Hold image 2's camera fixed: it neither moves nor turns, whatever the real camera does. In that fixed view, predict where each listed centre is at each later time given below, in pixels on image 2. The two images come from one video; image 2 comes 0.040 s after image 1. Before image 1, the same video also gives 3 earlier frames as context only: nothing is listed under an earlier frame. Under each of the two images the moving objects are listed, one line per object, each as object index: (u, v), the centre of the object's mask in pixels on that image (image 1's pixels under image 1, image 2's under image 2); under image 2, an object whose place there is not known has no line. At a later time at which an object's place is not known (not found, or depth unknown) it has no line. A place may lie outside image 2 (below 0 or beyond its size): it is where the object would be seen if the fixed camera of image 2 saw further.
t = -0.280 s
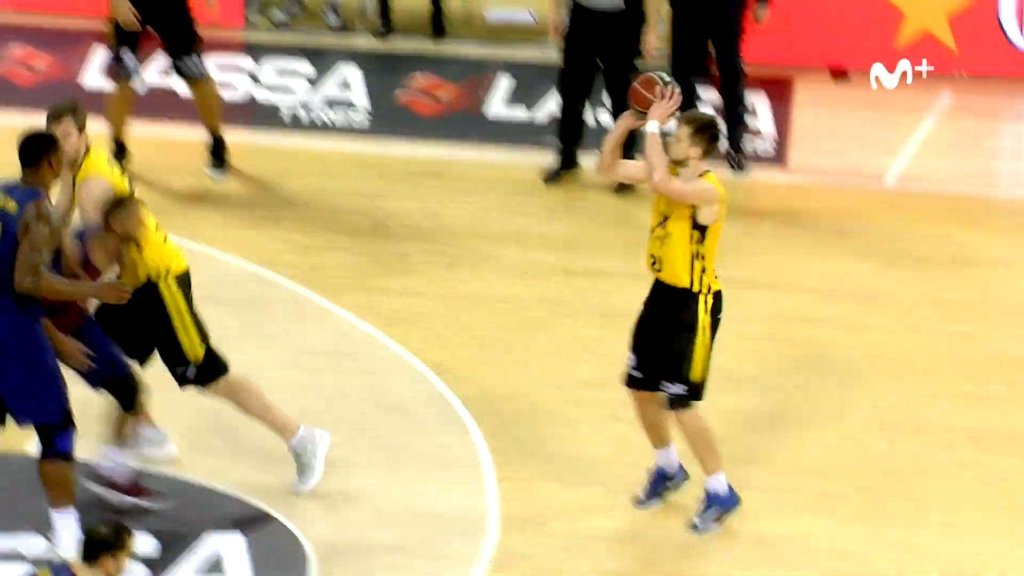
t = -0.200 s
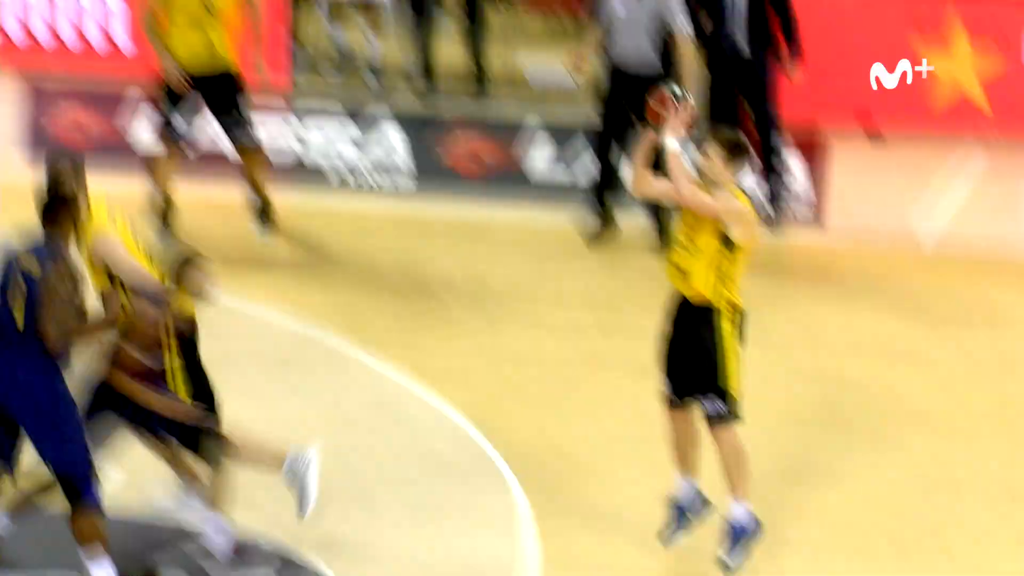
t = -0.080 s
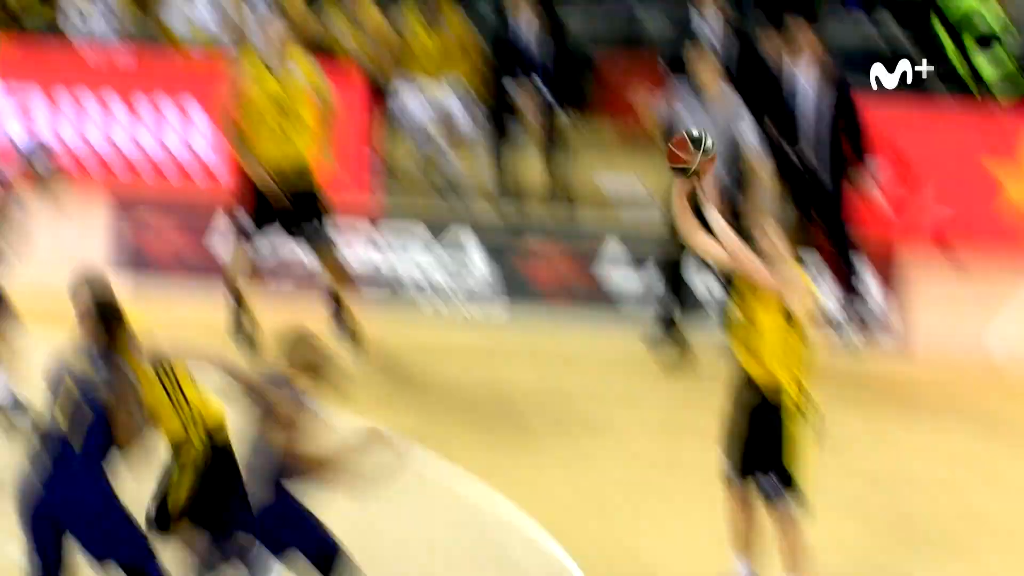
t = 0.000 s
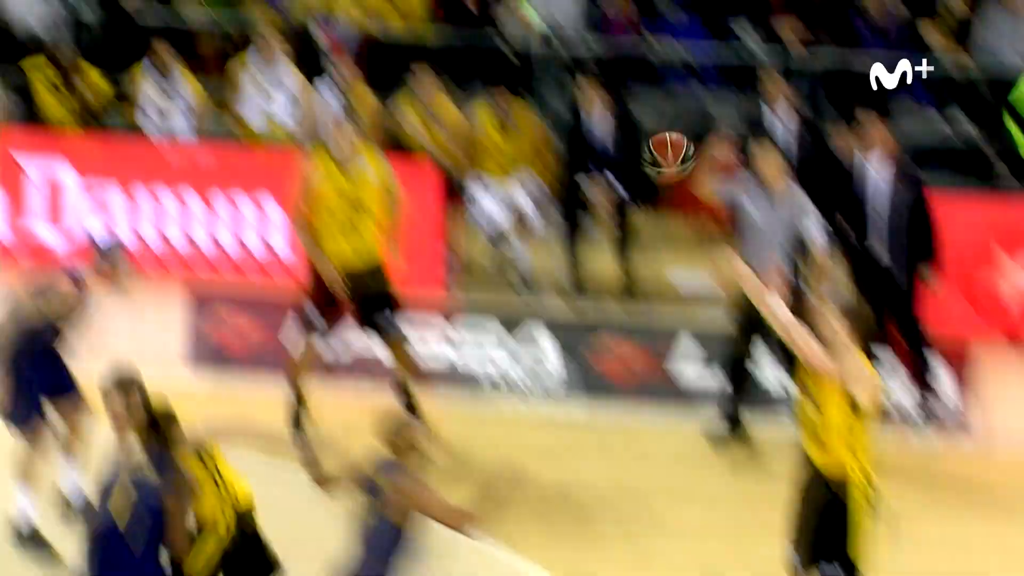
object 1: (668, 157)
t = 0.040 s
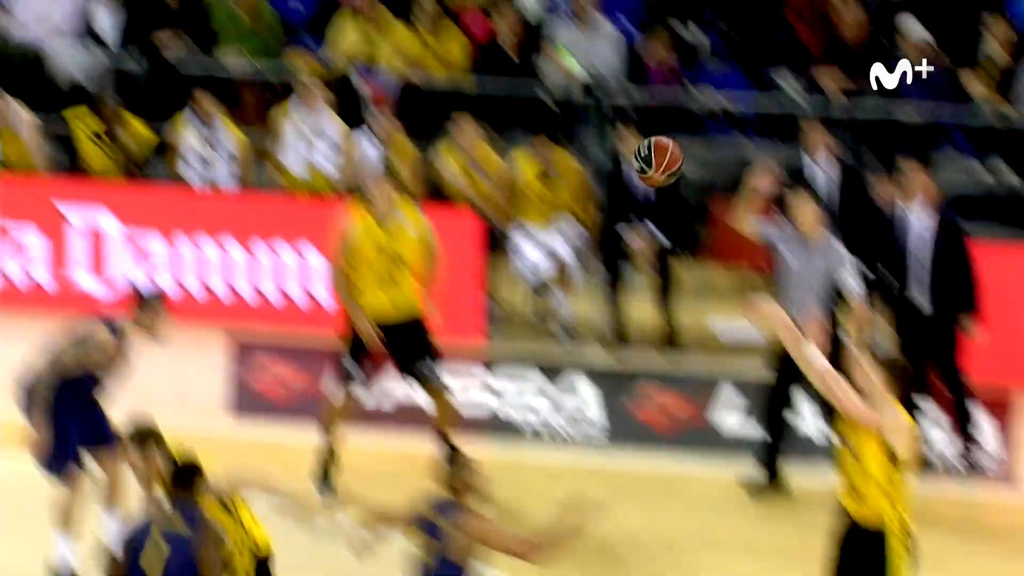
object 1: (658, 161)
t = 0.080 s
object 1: (607, 119)
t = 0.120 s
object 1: (557, 82)
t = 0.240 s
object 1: (444, -1)
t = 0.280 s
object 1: (394, -28)
